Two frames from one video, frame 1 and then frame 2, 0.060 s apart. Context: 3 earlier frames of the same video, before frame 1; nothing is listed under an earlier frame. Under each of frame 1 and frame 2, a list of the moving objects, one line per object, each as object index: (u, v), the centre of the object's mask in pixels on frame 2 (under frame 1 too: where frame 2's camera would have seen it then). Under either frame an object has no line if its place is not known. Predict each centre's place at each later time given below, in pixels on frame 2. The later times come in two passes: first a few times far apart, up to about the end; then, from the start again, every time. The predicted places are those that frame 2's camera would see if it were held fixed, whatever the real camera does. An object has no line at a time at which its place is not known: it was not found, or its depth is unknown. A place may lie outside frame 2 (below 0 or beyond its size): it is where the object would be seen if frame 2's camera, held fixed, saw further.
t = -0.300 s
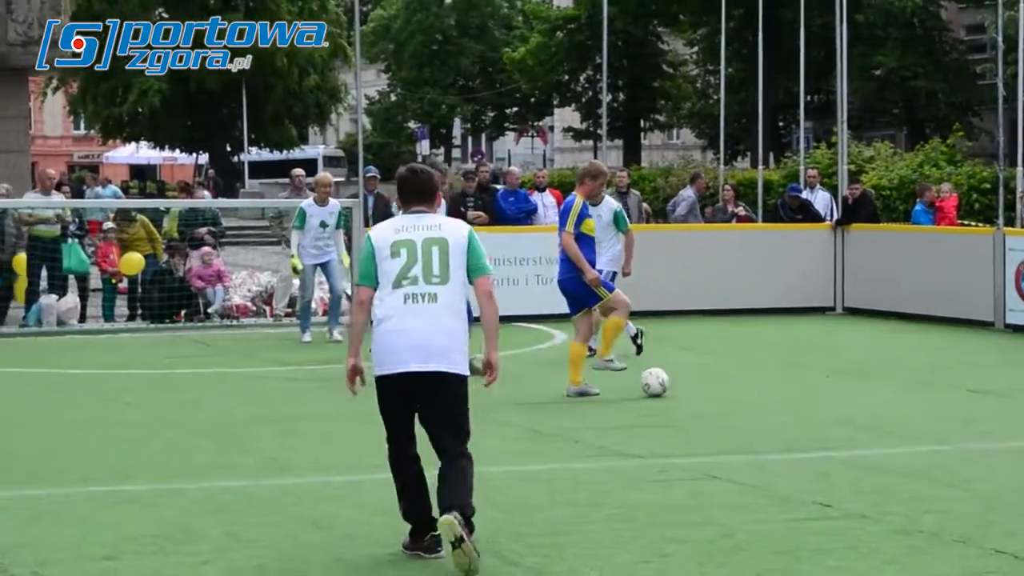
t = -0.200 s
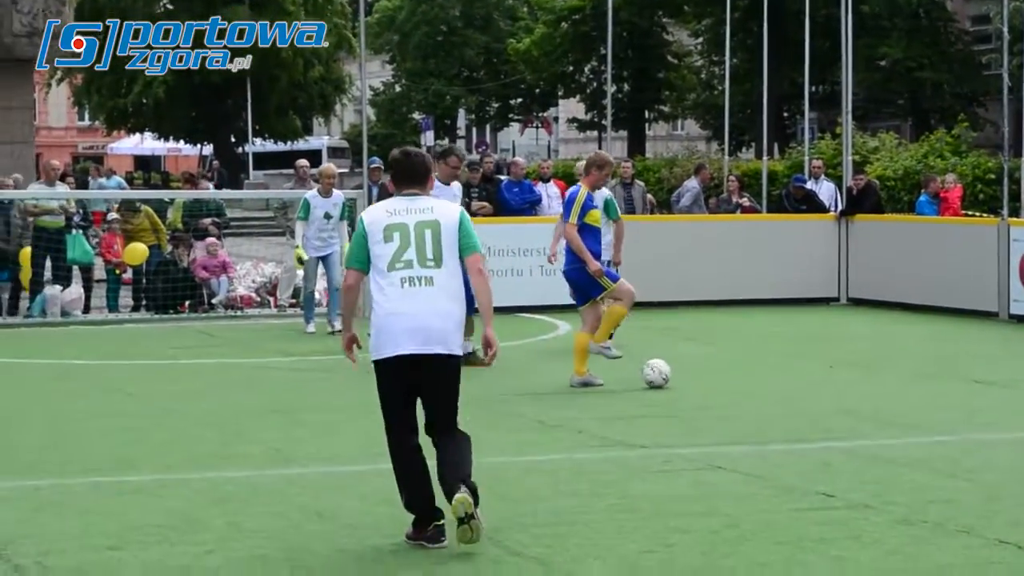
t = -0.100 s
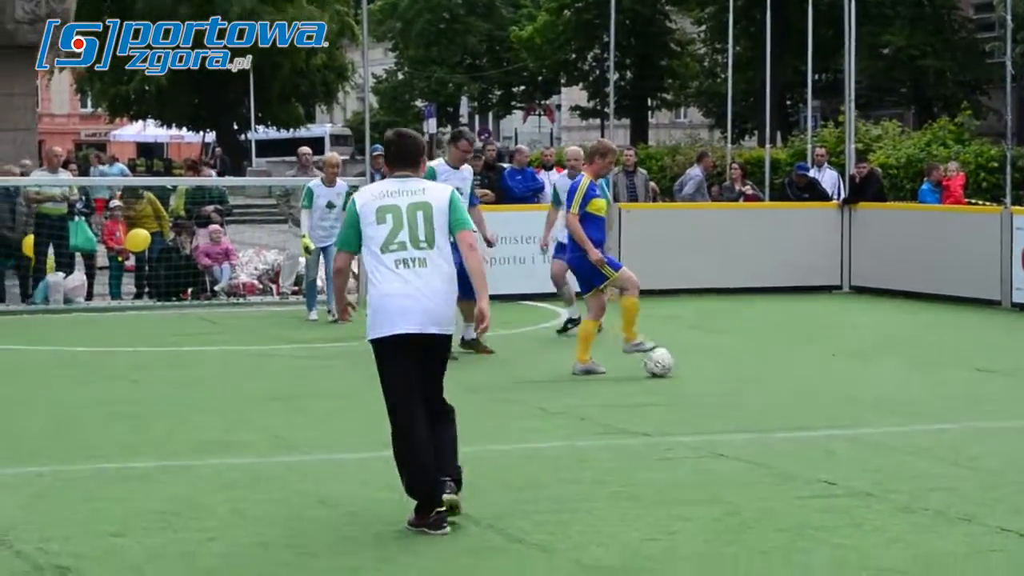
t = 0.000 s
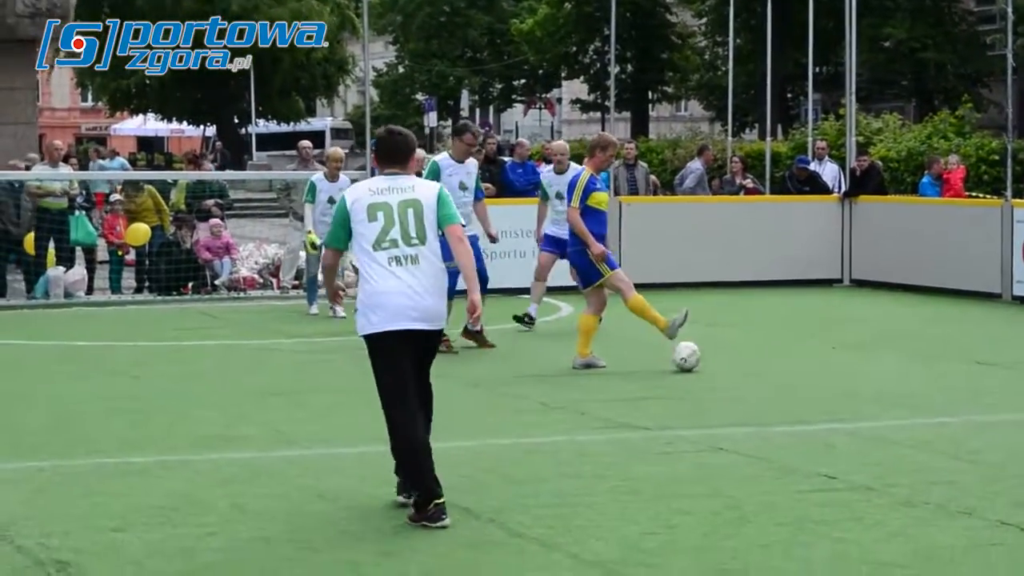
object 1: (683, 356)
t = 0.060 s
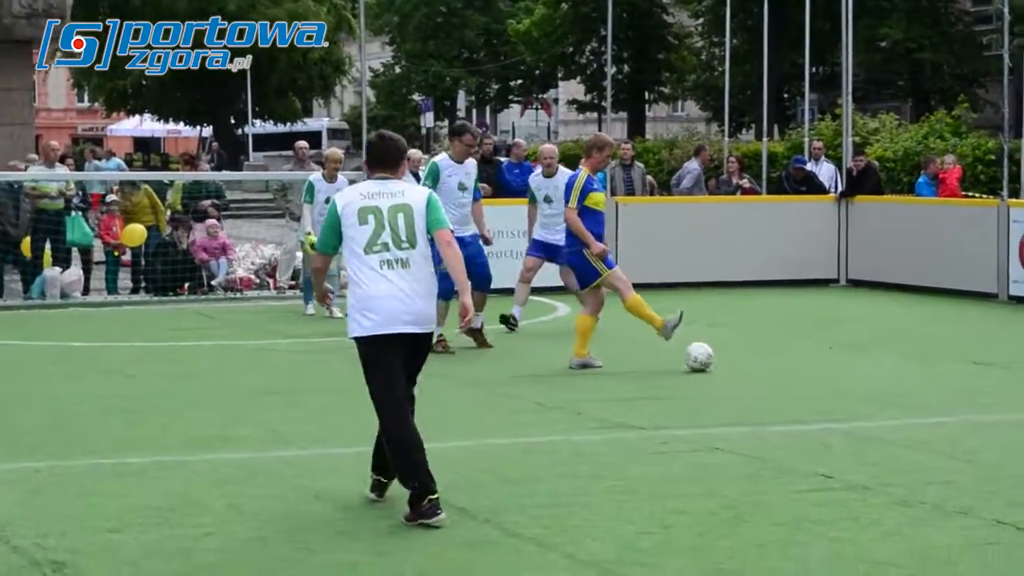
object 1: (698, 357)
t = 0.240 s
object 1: (748, 358)
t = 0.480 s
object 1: (812, 359)
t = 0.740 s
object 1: (882, 361)
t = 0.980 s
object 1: (951, 365)
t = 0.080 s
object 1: (704, 357)
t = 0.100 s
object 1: (709, 358)
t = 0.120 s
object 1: (715, 358)
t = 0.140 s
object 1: (721, 358)
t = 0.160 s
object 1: (726, 357)
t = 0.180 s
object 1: (731, 357)
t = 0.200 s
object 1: (737, 358)
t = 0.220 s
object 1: (742, 358)
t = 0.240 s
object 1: (748, 358)
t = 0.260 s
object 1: (753, 358)
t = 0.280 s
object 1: (759, 358)
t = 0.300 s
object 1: (765, 358)
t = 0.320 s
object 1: (770, 359)
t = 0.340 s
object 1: (775, 359)
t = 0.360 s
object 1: (780, 358)
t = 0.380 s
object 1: (786, 359)
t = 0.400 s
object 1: (791, 359)
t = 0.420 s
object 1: (796, 359)
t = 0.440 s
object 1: (802, 359)
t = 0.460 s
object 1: (807, 360)
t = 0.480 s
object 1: (812, 359)
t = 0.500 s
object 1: (818, 359)
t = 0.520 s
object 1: (824, 360)
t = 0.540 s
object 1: (829, 360)
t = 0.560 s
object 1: (834, 360)
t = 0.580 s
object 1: (840, 360)
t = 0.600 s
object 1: (845, 361)
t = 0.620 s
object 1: (851, 360)
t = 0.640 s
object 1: (856, 360)
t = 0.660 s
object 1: (861, 361)
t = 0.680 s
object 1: (867, 361)
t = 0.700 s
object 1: (872, 361)
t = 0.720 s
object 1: (877, 361)
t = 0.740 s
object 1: (882, 361)
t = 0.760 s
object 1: (888, 362)
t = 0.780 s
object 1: (893, 361)
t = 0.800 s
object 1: (899, 362)
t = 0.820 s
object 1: (904, 362)
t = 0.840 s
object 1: (910, 362)
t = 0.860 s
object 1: (916, 364)
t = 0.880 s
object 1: (921, 364)
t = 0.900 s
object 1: (927, 364)
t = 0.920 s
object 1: (933, 365)
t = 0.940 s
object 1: (939, 365)
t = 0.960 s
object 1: (945, 365)
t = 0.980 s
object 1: (951, 365)
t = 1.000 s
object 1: (956, 365)
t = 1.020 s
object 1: (961, 365)
